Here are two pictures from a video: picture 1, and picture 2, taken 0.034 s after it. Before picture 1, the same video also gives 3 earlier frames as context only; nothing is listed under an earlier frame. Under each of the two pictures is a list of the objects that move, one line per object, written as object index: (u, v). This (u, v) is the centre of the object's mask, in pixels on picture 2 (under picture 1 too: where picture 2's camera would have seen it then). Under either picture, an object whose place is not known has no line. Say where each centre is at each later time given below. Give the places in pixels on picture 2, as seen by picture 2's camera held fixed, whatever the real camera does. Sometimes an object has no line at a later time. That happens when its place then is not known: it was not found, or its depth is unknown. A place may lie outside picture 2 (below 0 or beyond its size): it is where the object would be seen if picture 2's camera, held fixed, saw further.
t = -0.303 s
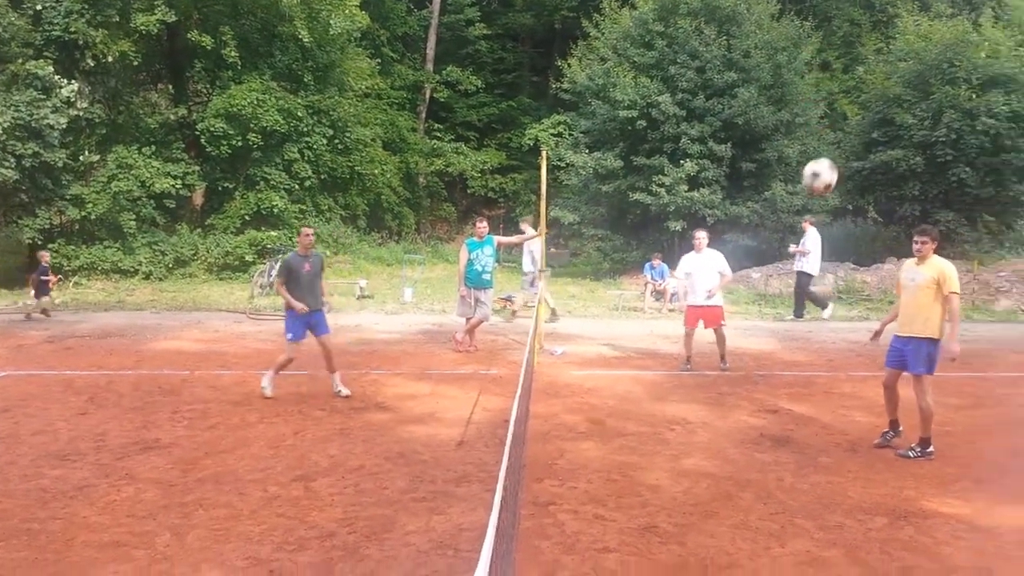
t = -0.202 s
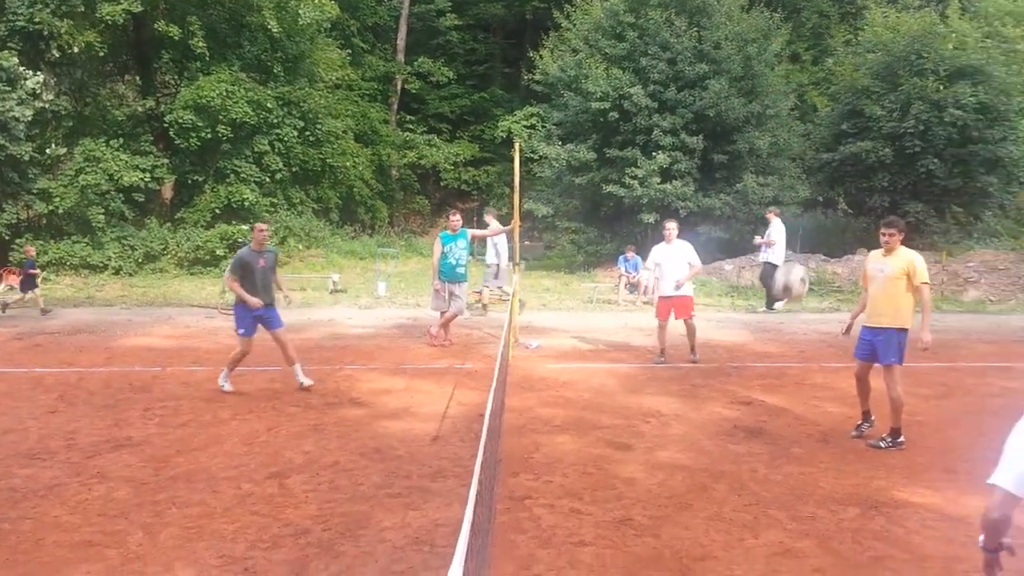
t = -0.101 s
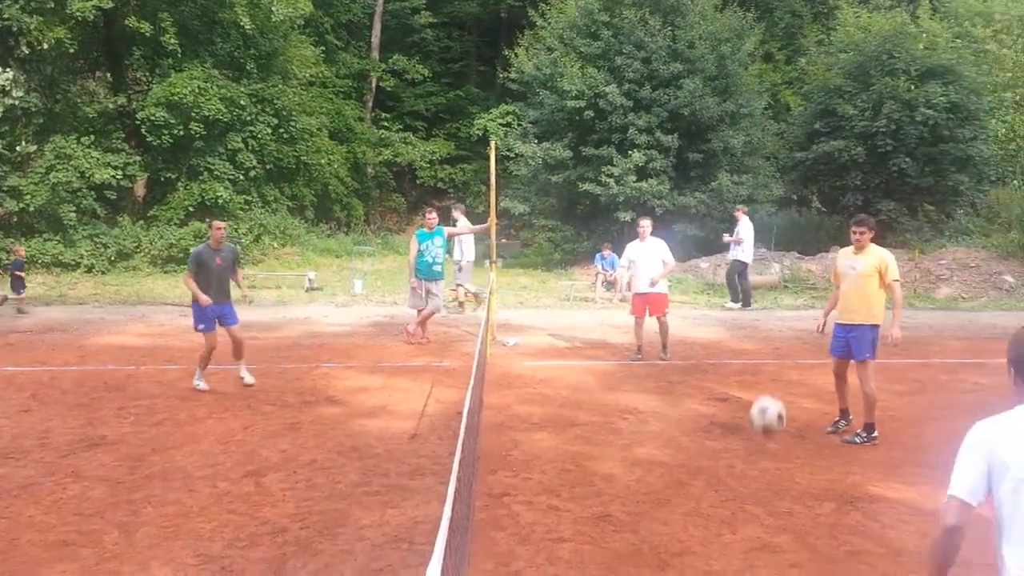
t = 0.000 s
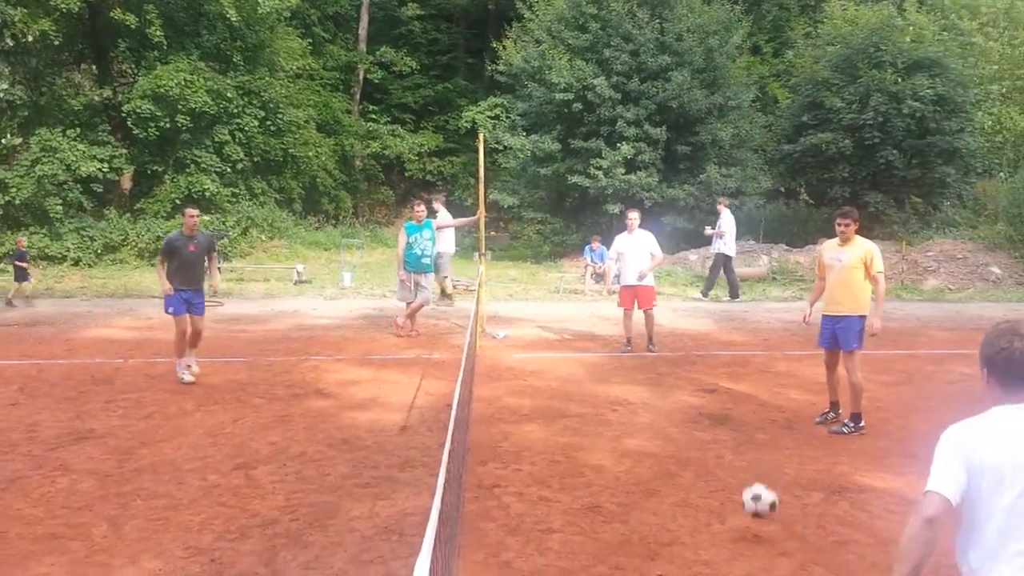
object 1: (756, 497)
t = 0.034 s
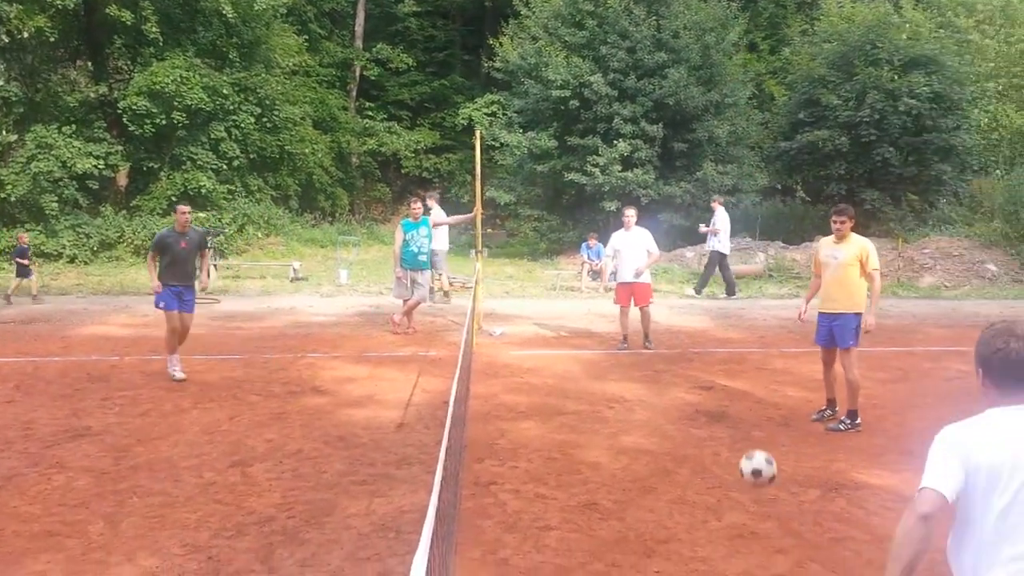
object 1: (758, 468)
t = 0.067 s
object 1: (760, 439)
